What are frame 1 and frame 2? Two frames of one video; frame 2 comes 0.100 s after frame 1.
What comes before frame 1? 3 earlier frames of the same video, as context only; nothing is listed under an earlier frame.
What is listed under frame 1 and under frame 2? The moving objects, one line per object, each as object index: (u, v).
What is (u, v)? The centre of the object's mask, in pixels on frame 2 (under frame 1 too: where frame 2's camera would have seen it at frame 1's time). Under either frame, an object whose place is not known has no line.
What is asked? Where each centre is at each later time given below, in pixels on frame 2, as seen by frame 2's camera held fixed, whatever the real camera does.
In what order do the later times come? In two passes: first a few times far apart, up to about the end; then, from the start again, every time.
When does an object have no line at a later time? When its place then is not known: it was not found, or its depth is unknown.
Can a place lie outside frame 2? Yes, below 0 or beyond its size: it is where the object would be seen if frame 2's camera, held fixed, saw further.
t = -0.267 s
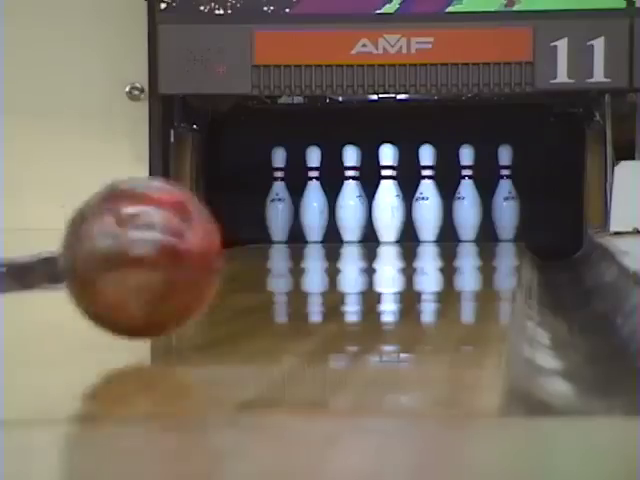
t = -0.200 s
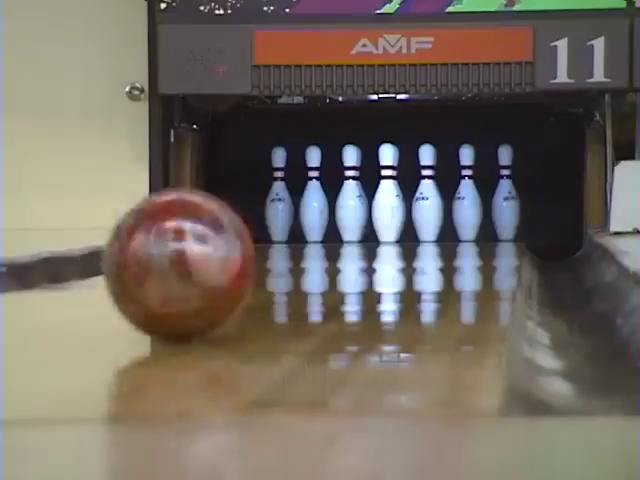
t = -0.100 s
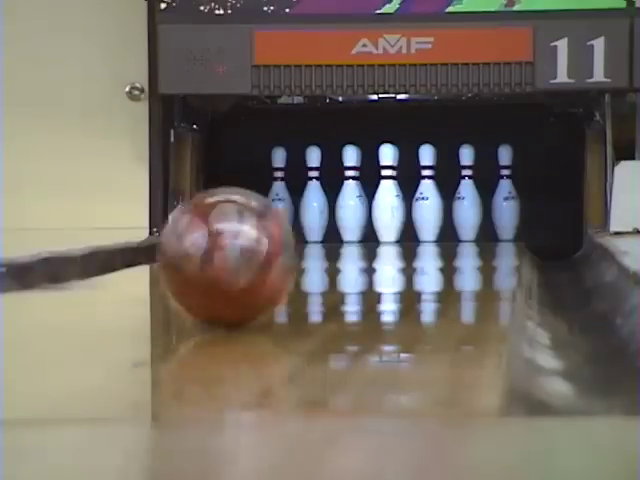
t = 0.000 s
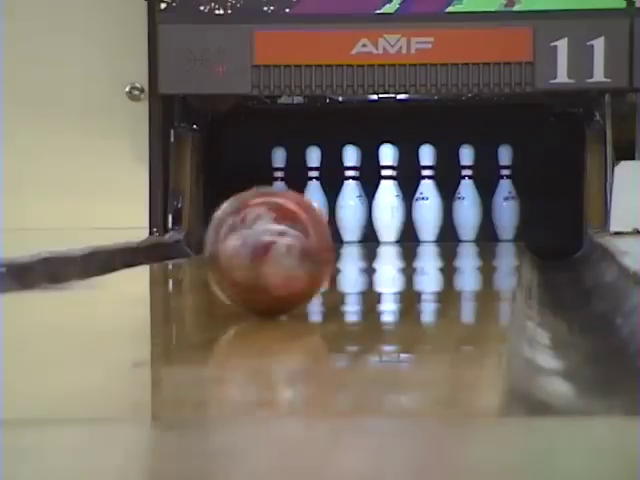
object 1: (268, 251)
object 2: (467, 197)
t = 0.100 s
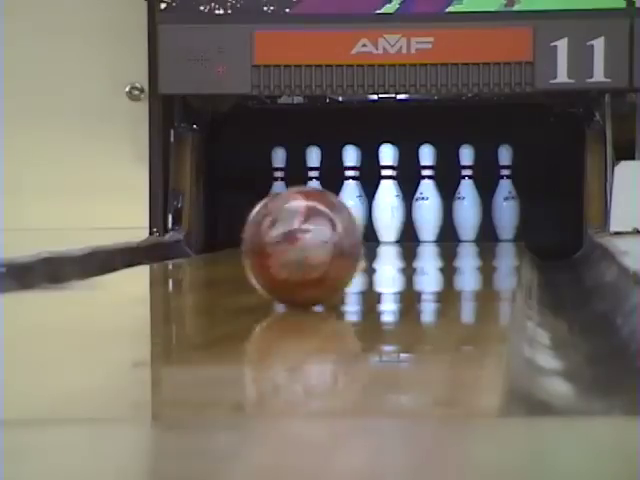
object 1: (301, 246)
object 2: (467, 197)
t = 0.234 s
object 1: (341, 240)
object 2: (467, 197)
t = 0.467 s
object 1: (391, 234)
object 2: (467, 197)
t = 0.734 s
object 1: (428, 227)
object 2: (469, 189)
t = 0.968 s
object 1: (446, 222)
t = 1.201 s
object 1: (455, 219)
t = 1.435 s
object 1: (454, 218)
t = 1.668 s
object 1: (445, 216)
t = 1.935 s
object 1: (425, 214)
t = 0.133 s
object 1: (312, 245)
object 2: (467, 197)
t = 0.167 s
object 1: (323, 244)
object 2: (467, 197)
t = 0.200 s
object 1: (333, 242)
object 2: (467, 197)
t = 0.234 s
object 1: (341, 240)
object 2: (467, 197)
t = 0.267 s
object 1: (349, 238)
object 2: (467, 197)
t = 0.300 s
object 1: (358, 237)
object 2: (467, 197)
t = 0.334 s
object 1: (365, 236)
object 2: (467, 197)
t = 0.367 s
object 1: (371, 235)
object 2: (467, 197)
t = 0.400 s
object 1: (378, 235)
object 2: (467, 197)
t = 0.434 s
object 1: (385, 234)
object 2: (467, 197)
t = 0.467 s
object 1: (391, 234)
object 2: (467, 197)
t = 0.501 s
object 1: (397, 233)
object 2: (467, 197)
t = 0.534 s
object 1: (402, 232)
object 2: (467, 197)
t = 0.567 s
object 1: (406, 232)
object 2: (467, 197)
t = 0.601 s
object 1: (412, 231)
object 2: (467, 197)
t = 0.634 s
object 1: (416, 230)
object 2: (467, 196)
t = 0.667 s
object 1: (420, 230)
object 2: (468, 193)
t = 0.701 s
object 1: (424, 229)
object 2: (469, 192)
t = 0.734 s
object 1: (428, 227)
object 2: (469, 189)
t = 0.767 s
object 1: (431, 227)
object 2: (469, 187)
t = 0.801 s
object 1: (434, 226)
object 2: (469, 181)
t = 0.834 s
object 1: (436, 225)
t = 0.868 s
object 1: (439, 224)
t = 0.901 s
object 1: (442, 223)
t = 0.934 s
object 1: (444, 223)
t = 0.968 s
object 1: (446, 222)
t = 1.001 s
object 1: (448, 221)
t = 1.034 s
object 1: (450, 221)
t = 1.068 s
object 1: (451, 221)
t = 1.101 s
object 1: (453, 221)
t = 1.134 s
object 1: (454, 220)
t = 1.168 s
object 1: (455, 220)
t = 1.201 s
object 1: (455, 219)
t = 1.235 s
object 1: (456, 219)
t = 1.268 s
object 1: (456, 219)
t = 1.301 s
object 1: (456, 219)
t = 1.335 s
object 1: (456, 219)
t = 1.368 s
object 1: (456, 218)
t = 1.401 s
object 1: (455, 218)
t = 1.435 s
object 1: (454, 218)
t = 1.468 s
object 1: (453, 218)
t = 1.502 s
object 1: (452, 217)
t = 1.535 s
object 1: (451, 217)
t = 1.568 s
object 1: (450, 216)
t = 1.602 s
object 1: (449, 216)
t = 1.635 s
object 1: (447, 216)
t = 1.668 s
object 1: (445, 216)
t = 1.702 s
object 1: (443, 216)
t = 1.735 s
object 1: (441, 215)
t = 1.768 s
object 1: (438, 215)
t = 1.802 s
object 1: (436, 215)
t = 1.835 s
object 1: (434, 216)
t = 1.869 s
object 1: (430, 215)
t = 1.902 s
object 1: (428, 214)
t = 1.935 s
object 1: (425, 214)
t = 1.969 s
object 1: (422, 214)
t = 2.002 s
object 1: (424, 214)
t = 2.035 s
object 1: (427, 215)
